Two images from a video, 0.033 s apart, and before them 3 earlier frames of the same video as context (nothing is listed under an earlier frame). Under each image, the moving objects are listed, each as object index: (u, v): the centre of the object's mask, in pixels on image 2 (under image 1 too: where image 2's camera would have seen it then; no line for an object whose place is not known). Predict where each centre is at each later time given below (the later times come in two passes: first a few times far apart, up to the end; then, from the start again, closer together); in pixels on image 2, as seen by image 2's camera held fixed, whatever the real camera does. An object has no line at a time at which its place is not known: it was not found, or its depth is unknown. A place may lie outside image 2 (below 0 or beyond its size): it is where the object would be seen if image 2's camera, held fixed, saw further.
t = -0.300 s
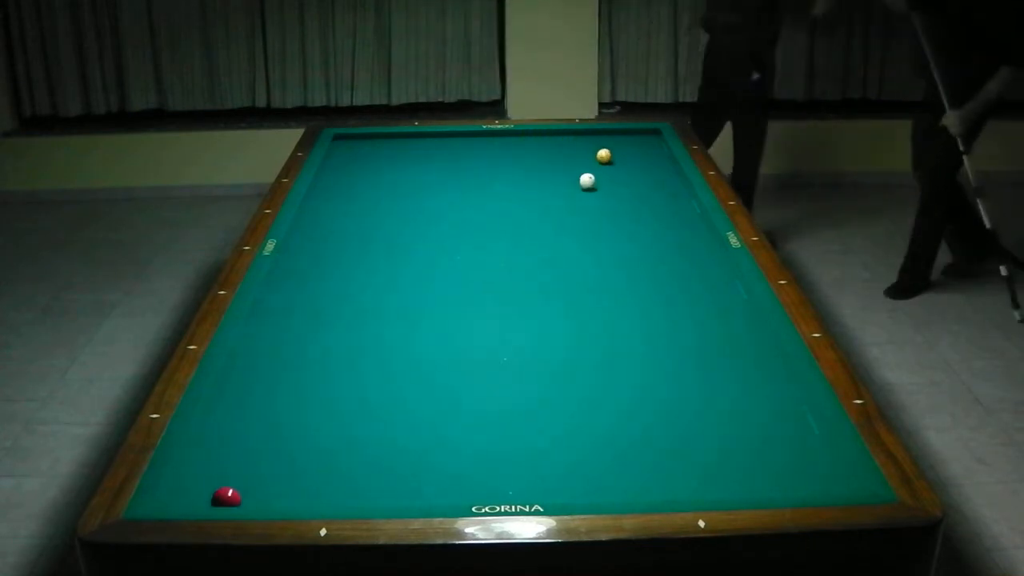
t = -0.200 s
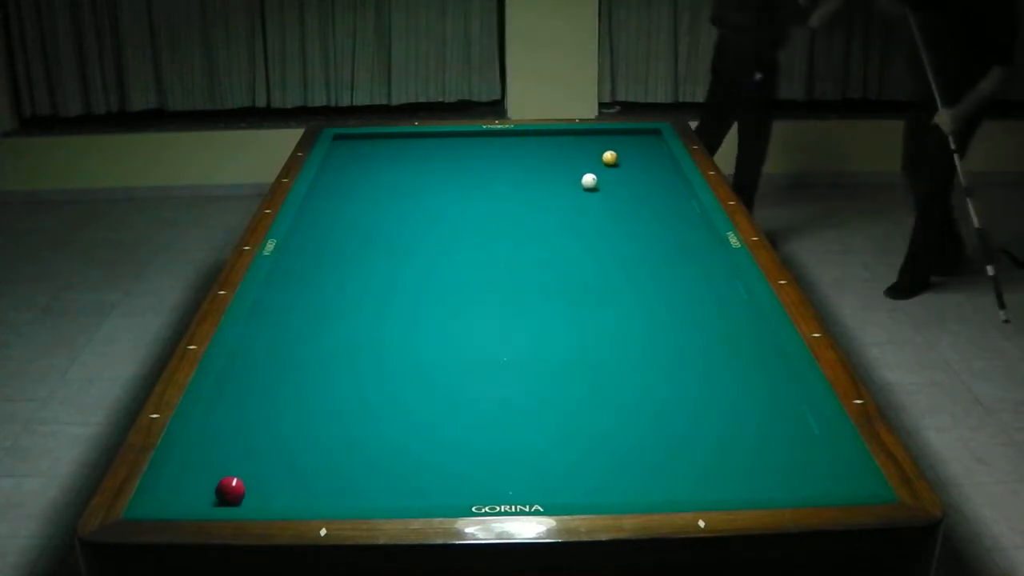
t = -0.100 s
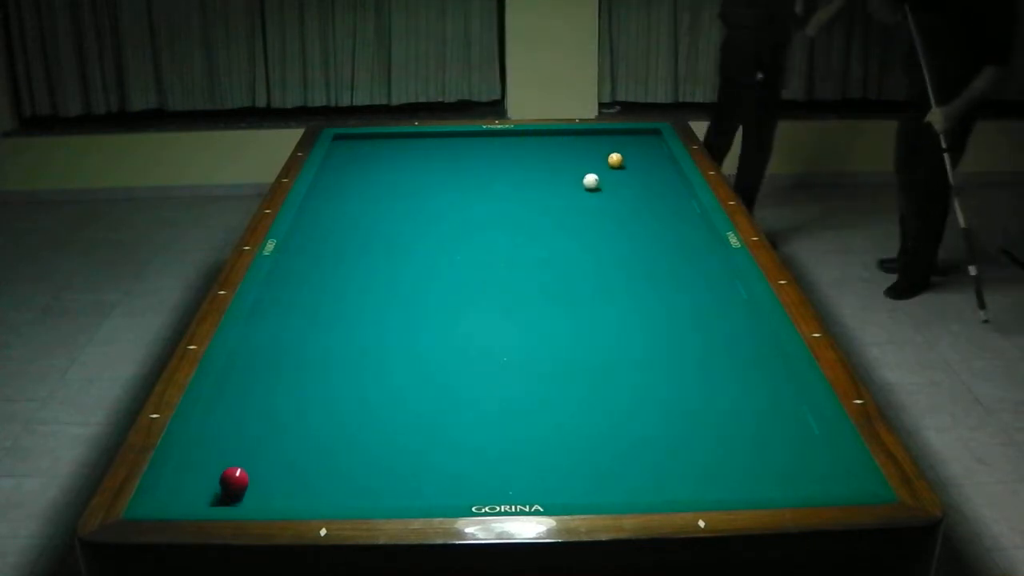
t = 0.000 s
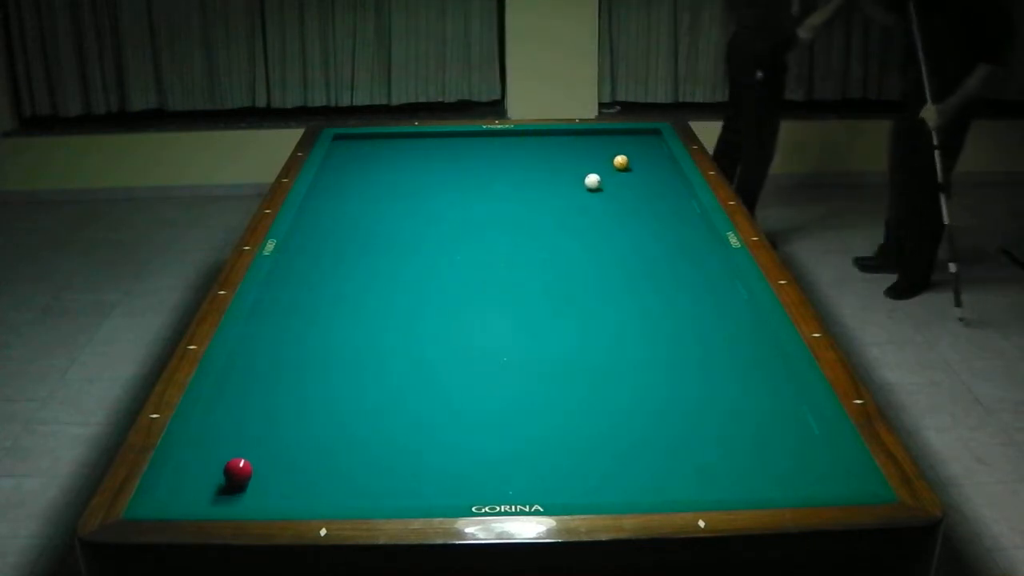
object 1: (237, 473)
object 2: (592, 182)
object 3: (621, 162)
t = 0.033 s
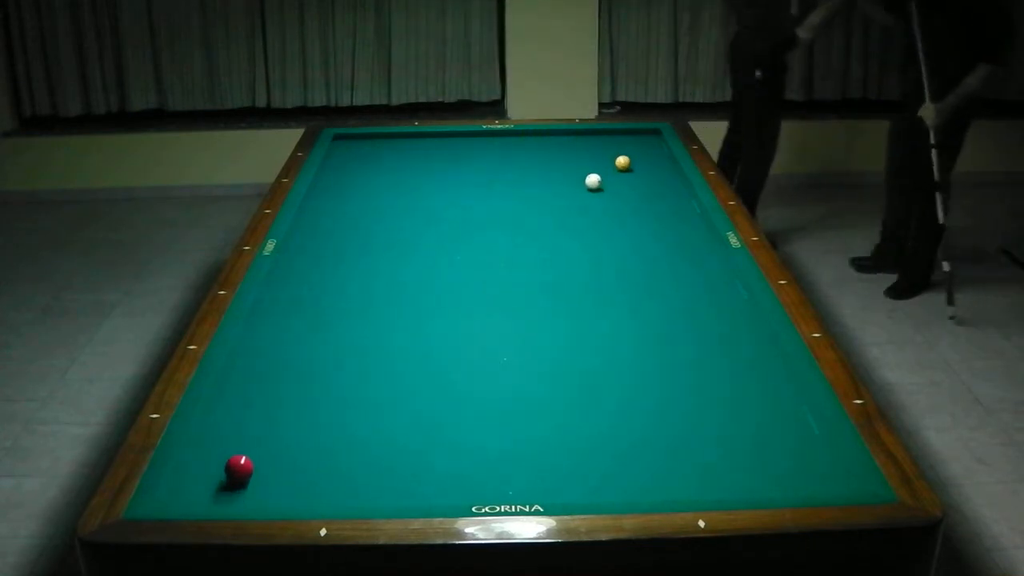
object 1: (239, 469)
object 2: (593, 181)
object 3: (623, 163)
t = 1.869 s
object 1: (294, 348)
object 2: (602, 182)
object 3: (676, 197)
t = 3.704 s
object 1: (322, 285)
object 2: (602, 182)
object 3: (654, 216)
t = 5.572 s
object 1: (329, 255)
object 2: (602, 182)
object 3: (647, 220)
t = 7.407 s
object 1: (330, 248)
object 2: (602, 182)
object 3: (647, 220)
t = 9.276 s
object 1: (330, 249)
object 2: (602, 182)
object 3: (647, 220)
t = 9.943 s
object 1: (330, 249)
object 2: (602, 182)
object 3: (647, 220)
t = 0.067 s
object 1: (240, 466)
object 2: (594, 182)
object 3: (624, 164)
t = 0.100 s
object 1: (241, 464)
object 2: (594, 181)
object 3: (626, 164)
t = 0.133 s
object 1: (242, 461)
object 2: (594, 182)
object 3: (628, 165)
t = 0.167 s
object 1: (243, 458)
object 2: (595, 182)
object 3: (630, 166)
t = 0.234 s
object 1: (245, 452)
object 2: (596, 182)
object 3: (633, 167)
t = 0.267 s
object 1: (247, 449)
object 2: (596, 182)
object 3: (635, 168)
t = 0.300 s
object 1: (248, 446)
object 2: (596, 182)
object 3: (637, 168)
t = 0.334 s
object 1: (249, 443)
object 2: (597, 182)
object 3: (639, 169)
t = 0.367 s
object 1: (250, 441)
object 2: (597, 182)
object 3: (641, 170)
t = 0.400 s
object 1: (251, 438)
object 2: (597, 182)
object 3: (643, 170)
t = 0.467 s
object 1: (253, 433)
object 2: (598, 182)
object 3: (646, 172)
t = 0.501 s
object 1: (254, 430)
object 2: (598, 182)
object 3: (648, 173)
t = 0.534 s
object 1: (256, 427)
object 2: (599, 182)
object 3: (650, 173)
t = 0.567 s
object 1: (257, 425)
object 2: (599, 182)
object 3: (651, 174)
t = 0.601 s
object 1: (258, 422)
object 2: (599, 182)
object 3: (653, 174)
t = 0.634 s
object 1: (259, 420)
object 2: (600, 182)
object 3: (655, 175)
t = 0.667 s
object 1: (260, 418)
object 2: (600, 182)
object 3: (657, 176)
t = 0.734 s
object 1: (262, 413)
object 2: (600, 182)
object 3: (660, 177)
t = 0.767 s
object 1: (263, 411)
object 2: (600, 182)
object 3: (662, 178)
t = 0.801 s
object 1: (264, 408)
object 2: (601, 182)
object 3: (664, 179)
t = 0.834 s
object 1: (265, 406)
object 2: (601, 182)
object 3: (665, 179)
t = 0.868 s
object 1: (266, 404)
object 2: (601, 182)
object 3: (667, 180)
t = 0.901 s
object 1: (268, 402)
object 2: (601, 182)
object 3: (669, 181)
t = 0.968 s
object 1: (270, 397)
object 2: (601, 182)
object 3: (672, 182)
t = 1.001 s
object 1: (271, 395)
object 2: (601, 182)
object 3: (674, 183)
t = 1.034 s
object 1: (272, 393)
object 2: (601, 182)
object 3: (676, 183)
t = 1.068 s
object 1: (273, 391)
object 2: (601, 182)
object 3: (677, 184)
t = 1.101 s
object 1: (274, 389)
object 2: (602, 182)
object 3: (679, 185)
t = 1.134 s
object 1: (275, 387)
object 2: (602, 182)
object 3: (681, 185)
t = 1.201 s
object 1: (277, 383)
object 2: (602, 182)
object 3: (684, 187)
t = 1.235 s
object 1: (278, 381)
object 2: (602, 182)
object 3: (684, 187)
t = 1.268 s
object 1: (279, 379)
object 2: (602, 182)
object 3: (684, 188)
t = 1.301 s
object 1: (280, 377)
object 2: (602, 182)
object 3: (684, 188)
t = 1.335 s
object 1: (281, 375)
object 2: (602, 182)
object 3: (683, 189)
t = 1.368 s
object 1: (282, 373)
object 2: (602, 182)
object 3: (683, 189)
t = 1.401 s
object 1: (282, 371)
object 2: (602, 182)
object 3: (682, 190)
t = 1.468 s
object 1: (284, 368)
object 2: (602, 182)
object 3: (681, 191)
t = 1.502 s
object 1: (285, 366)
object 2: (602, 182)
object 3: (681, 191)
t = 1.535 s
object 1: (286, 364)
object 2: (602, 182)
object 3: (680, 192)
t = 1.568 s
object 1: (287, 363)
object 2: (602, 182)
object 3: (680, 192)
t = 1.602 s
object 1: (288, 361)
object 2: (602, 182)
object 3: (680, 193)
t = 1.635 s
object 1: (288, 359)
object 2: (602, 182)
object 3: (679, 193)
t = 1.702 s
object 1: (290, 356)
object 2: (602, 182)
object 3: (678, 194)
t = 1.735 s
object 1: (291, 354)
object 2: (602, 182)
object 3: (678, 195)
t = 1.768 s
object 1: (292, 353)
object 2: (602, 182)
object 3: (677, 195)
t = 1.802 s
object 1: (292, 351)
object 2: (602, 182)
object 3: (677, 196)
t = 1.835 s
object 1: (293, 349)
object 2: (602, 182)
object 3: (677, 196)
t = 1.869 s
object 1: (294, 348)
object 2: (602, 182)
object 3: (676, 197)
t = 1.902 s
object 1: (295, 346)
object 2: (602, 182)
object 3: (675, 197)
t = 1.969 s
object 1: (296, 344)
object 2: (602, 182)
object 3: (675, 198)
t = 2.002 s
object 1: (297, 342)
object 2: (602, 182)
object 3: (675, 199)
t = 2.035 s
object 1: (298, 341)
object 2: (602, 182)
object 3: (674, 199)
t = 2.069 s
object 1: (298, 339)
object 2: (602, 182)
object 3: (673, 200)
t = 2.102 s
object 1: (299, 337)
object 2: (602, 182)
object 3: (673, 200)
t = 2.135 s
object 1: (299, 336)
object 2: (602, 182)
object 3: (673, 200)
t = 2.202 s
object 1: (301, 333)
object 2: (602, 182)
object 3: (672, 201)
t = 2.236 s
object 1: (301, 332)
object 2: (602, 182)
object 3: (671, 201)
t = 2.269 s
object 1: (302, 330)
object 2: (602, 182)
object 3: (671, 202)
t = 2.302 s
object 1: (303, 329)
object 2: (602, 182)
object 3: (670, 202)
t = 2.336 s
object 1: (303, 328)
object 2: (602, 182)
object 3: (670, 203)
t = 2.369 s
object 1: (304, 326)
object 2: (602, 182)
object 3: (669, 203)
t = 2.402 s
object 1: (304, 326)
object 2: (602, 182)
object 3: (669, 204)
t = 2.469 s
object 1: (306, 323)
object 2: (602, 182)
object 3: (668, 205)
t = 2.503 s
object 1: (306, 321)
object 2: (602, 182)
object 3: (668, 205)
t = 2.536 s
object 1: (307, 320)
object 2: (602, 182)
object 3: (667, 205)
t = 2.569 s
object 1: (307, 319)
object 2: (602, 182)
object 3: (667, 206)
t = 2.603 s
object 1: (308, 318)
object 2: (602, 182)
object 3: (666, 206)
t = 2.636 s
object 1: (309, 316)
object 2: (602, 182)
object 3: (666, 207)
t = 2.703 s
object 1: (310, 314)
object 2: (602, 182)
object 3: (665, 207)
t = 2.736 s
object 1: (310, 313)
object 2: (602, 182)
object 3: (665, 208)
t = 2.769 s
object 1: (311, 312)
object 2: (602, 182)
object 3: (664, 208)
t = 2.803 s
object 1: (311, 310)
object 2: (602, 182)
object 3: (664, 208)
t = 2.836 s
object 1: (312, 309)
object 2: (602, 182)
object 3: (664, 209)
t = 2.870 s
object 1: (312, 308)
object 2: (602, 182)
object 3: (663, 209)
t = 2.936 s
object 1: (313, 306)
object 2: (602, 182)
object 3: (662, 210)
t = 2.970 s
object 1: (313, 305)
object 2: (602, 182)
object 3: (662, 210)
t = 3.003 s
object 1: (314, 304)
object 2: (602, 182)
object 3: (661, 210)
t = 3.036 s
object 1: (314, 303)
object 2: (602, 182)
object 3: (661, 211)
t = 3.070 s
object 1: (315, 301)
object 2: (602, 182)
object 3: (660, 211)
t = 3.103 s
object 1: (315, 301)
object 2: (602, 182)
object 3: (660, 211)
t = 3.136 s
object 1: (316, 300)
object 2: (602, 182)
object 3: (659, 212)
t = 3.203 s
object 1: (317, 298)
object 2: (602, 182)
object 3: (659, 212)
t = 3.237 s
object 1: (317, 297)
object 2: (602, 182)
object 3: (658, 212)
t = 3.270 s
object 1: (318, 296)
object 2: (602, 182)
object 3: (658, 212)
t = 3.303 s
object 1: (318, 295)
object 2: (602, 182)
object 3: (658, 213)
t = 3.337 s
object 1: (318, 294)
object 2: (602, 182)
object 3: (657, 213)
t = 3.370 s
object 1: (318, 293)
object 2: (602, 182)
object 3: (657, 213)
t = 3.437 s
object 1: (319, 291)
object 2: (602, 182)
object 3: (656, 214)
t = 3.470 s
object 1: (320, 290)
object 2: (602, 182)
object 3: (656, 214)
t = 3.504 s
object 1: (320, 290)
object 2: (602, 182)
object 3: (656, 214)
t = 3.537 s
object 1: (320, 289)
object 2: (602, 182)
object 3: (655, 215)
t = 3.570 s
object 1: (321, 288)
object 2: (602, 182)
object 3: (655, 215)
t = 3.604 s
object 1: (321, 287)
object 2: (602, 182)
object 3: (655, 215)
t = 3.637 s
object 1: (321, 286)
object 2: (602, 182)
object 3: (655, 215)
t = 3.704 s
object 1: (322, 285)
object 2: (602, 182)
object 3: (654, 216)
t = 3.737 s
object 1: (322, 284)
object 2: (602, 182)
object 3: (654, 216)
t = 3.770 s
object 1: (322, 283)
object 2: (602, 182)
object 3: (653, 216)
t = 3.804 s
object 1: (323, 282)
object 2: (602, 182)
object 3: (653, 216)
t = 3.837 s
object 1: (323, 282)
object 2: (602, 182)
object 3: (653, 216)
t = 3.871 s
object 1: (323, 281)
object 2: (602, 182)
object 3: (653, 217)
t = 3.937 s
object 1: (323, 279)
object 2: (602, 182)
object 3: (652, 217)
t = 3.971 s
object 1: (323, 279)
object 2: (602, 182)
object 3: (652, 217)
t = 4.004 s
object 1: (324, 278)
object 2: (602, 182)
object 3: (652, 217)
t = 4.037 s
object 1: (324, 277)
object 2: (602, 182)
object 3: (651, 217)
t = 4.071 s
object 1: (324, 277)
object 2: (602, 182)
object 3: (651, 217)
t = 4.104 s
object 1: (324, 276)
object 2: (602, 182)
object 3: (651, 218)
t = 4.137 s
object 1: (324, 276)
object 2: (602, 182)
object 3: (651, 218)
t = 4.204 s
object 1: (325, 274)
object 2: (602, 182)
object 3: (651, 218)
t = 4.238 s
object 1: (325, 273)
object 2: (602, 182)
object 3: (650, 218)
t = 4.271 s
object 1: (325, 273)
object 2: (602, 182)
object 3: (650, 218)
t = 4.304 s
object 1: (325, 272)
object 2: (602, 182)
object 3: (650, 218)
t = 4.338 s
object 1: (325, 272)
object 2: (602, 182)
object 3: (650, 218)
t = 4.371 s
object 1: (325, 271)
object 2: (602, 182)
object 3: (650, 219)
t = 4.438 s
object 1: (325, 270)
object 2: (602, 182)
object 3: (649, 219)
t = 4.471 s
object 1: (326, 269)
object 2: (602, 182)
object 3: (650, 219)
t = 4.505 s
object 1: (326, 269)
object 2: (602, 182)
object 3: (649, 219)
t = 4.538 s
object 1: (326, 268)
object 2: (602, 182)
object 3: (649, 219)
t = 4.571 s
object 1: (326, 268)
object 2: (602, 182)
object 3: (649, 219)
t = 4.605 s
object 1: (326, 267)
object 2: (602, 182)
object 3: (649, 219)
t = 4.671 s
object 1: (326, 266)
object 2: (602, 182)
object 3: (649, 220)
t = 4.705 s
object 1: (326, 266)
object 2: (602, 182)
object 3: (649, 220)
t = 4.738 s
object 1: (327, 265)
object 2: (602, 182)
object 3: (648, 220)
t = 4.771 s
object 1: (327, 265)
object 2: (602, 182)
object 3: (649, 220)
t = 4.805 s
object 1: (327, 264)
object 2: (602, 182)
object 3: (648, 220)
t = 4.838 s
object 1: (327, 264)
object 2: (602, 182)
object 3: (648, 220)
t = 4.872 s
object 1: (327, 263)
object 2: (602, 182)
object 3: (648, 220)
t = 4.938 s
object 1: (328, 262)
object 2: (602, 182)
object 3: (648, 220)
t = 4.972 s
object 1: (328, 262)
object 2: (602, 182)
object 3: (648, 220)
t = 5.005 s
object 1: (328, 261)
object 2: (602, 182)
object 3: (648, 220)
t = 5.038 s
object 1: (328, 261)
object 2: (602, 182)
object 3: (648, 220)
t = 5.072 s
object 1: (328, 260)
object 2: (602, 182)
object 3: (648, 220)
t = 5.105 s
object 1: (328, 260)
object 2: (602, 182)
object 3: (648, 220)
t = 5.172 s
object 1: (328, 259)
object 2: (602, 182)
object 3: (648, 220)
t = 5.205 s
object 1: (329, 259)
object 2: (602, 182)
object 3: (648, 220)
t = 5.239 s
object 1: (329, 259)
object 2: (602, 182)
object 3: (648, 220)
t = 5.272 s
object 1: (329, 258)
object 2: (602, 182)
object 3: (648, 220)
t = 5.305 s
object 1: (329, 258)
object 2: (602, 182)
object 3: (648, 220)
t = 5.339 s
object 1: (329, 258)
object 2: (602, 182)
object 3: (647, 220)
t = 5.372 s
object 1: (329, 257)
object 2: (602, 182)
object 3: (647, 220)
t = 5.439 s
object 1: (329, 256)
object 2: (602, 182)
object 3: (647, 220)
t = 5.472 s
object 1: (329, 256)
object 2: (602, 182)
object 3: (647, 220)
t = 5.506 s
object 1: (329, 256)
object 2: (602, 182)
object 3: (647, 220)
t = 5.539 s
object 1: (329, 255)
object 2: (602, 182)
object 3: (647, 220)
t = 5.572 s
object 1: (329, 255)
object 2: (602, 182)
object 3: (647, 220)
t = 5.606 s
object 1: (330, 255)
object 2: (602, 182)
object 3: (647, 220)
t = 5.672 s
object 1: (330, 254)
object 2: (602, 182)
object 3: (647, 220)
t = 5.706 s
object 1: (330, 254)
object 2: (602, 182)
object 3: (647, 220)
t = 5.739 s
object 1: (330, 254)
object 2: (602, 182)
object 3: (647, 220)
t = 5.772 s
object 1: (330, 253)
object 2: (602, 182)
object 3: (647, 220)
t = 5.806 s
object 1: (330, 253)
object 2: (602, 182)
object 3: (647, 220)
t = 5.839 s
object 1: (330, 253)
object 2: (602, 182)
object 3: (647, 220)
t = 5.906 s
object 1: (330, 253)
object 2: (602, 182)
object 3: (647, 220)
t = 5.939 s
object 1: (330, 252)
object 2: (602, 182)
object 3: (647, 220)
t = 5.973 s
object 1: (330, 252)
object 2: (602, 182)
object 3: (647, 220)
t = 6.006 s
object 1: (330, 252)
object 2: (602, 182)
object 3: (647, 220)
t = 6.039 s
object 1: (330, 252)
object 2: (602, 182)
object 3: (647, 220)
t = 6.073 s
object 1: (330, 251)
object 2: (602, 182)
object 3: (647, 220)
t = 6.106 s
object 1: (330, 251)
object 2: (602, 182)
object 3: (647, 220)
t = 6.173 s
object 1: (330, 251)
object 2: (602, 182)
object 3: (647, 220)
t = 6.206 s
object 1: (330, 251)
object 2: (602, 182)
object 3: (647, 220)
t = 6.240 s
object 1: (330, 251)
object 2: (602, 182)
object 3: (647, 220)
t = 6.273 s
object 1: (330, 250)
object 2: (602, 182)
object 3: (647, 220)
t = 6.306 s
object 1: (330, 250)
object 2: (602, 182)
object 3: (647, 220)
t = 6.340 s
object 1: (330, 250)
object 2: (602, 182)
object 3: (647, 220)
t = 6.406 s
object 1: (330, 250)
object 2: (602, 182)
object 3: (647, 220)
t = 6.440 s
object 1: (330, 250)
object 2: (602, 182)
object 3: (647, 220)
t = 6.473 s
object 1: (330, 250)
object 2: (602, 182)
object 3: (647, 220)
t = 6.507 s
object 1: (330, 250)
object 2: (602, 182)
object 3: (647, 220)
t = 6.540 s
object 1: (330, 249)
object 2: (602, 182)
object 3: (647, 220)
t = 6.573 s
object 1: (330, 249)
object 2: (602, 182)
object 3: (647, 220)
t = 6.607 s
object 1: (330, 249)
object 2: (602, 182)
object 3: (647, 220)
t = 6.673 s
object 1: (330, 249)
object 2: (602, 182)
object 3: (647, 220)
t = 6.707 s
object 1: (330, 249)
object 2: (602, 182)
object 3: (647, 220)
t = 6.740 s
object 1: (330, 249)
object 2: (602, 182)
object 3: (647, 220)
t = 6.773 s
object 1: (330, 249)
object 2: (602, 182)
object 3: (647, 220)
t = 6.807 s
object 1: (330, 249)
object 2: (602, 182)
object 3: (647, 220)
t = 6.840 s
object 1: (330, 249)
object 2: (602, 182)
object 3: (647, 220)
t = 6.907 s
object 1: (330, 249)
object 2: (602, 182)
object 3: (647, 220)
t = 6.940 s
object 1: (330, 249)
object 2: (602, 182)
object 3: (647, 220)
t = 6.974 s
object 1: (330, 249)
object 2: (602, 182)
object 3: (647, 220)
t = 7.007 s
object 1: (330, 249)
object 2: (602, 182)
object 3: (647, 220)
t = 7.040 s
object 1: (330, 249)
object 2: (602, 182)
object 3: (647, 220)
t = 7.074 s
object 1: (330, 248)
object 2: (602, 182)
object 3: (647, 220)
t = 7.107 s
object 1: (330, 248)
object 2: (602, 182)
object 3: (647, 220)
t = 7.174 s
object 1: (330, 248)
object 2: (602, 182)
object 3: (647, 220)
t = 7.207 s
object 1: (330, 249)
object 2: (602, 182)
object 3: (647, 220)
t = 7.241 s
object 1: (330, 249)
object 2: (602, 182)
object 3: (647, 220)
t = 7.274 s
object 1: (330, 249)
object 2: (602, 182)
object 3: (647, 220)
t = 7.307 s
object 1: (330, 248)
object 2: (602, 182)
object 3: (647, 220)
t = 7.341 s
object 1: (330, 248)
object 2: (602, 182)
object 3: (647, 220)
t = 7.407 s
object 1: (330, 248)
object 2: (602, 182)
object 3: (647, 220)
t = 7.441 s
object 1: (330, 248)
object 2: (602, 182)
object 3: (647, 220)
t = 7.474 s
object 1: (330, 248)
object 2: (602, 182)
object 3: (647, 220)
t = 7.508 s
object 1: (330, 248)
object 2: (602, 182)
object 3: (647, 220)
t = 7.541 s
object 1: (330, 248)
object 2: (602, 182)
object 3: (647, 220)
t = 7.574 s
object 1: (330, 248)
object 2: (602, 182)
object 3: (647, 220)
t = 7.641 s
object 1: (330, 249)
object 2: (602, 182)
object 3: (647, 220)
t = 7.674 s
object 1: (330, 249)
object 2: (602, 182)
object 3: (647, 220)
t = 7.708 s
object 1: (330, 248)
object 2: (602, 182)
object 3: (647, 220)
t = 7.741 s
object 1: (330, 248)
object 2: (602, 182)
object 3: (647, 220)
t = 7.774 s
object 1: (330, 248)
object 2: (602, 182)
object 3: (647, 220)
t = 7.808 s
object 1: (330, 248)
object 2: (602, 182)
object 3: (647, 220)
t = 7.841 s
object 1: (330, 249)
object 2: (602, 182)
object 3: (647, 220)
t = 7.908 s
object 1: (330, 248)
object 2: (602, 182)
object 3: (647, 220)
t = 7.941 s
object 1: (330, 248)
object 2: (602, 182)
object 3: (647, 220)
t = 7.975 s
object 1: (330, 248)
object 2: (602, 182)
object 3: (647, 220)
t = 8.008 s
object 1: (330, 249)
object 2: (602, 182)
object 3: (647, 220)
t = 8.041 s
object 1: (330, 248)
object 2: (602, 182)
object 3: (647, 220)
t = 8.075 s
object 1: (330, 248)
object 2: (602, 182)
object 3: (647, 220)
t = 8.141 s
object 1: (330, 248)
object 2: (602, 182)
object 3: (647, 220)
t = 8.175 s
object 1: (330, 248)
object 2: (602, 182)
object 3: (647, 220)
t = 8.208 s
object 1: (330, 248)
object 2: (602, 182)
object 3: (647, 220)
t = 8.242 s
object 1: (330, 248)
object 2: (602, 182)
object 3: (647, 220)
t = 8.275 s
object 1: (330, 248)
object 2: (602, 182)
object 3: (647, 220)
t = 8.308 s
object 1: (330, 248)
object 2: (602, 182)
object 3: (647, 220)
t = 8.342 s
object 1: (330, 248)
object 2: (602, 182)
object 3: (647, 220)
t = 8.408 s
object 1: (330, 248)
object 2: (602, 182)
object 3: (647, 220)
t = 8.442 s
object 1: (330, 248)
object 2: (602, 182)
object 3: (647, 220)
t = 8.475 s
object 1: (330, 248)
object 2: (602, 182)
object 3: (647, 220)
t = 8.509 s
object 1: (330, 248)
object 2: (602, 182)
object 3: (647, 220)
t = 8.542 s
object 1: (330, 248)
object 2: (602, 182)
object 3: (647, 220)
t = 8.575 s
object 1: (330, 248)
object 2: (602, 182)
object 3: (647, 220)
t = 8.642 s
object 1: (330, 248)
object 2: (602, 182)
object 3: (647, 220)
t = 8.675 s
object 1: (330, 248)
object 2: (602, 182)
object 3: (647, 220)
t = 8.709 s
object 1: (330, 248)
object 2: (602, 182)
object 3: (647, 220)
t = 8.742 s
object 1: (330, 248)
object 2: (602, 182)
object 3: (647, 220)
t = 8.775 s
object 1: (330, 248)
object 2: (602, 182)
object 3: (647, 220)
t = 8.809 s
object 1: (330, 248)
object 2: (602, 182)
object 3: (647, 220)
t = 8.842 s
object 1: (330, 249)
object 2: (602, 182)
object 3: (647, 220)
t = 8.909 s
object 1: (330, 248)
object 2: (602, 182)
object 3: (647, 220)
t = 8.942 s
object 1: (330, 248)
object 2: (602, 182)
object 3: (647, 220)
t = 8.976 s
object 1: (330, 248)
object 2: (602, 182)
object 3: (647, 220)
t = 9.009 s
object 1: (330, 248)
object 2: (602, 182)
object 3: (647, 220)
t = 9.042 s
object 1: (330, 248)
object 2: (602, 182)
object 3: (647, 220)
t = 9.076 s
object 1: (330, 248)
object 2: (602, 182)
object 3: (647, 220)
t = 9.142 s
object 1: (330, 248)
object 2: (602, 182)
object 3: (647, 220)
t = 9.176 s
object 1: (330, 248)
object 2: (602, 182)
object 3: (647, 220)
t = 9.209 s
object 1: (330, 248)
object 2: (602, 182)
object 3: (647, 220)
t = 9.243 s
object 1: (330, 249)
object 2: (602, 182)
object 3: (647, 220)
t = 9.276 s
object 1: (330, 249)
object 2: (602, 182)
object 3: (647, 220)
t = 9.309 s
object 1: (330, 248)
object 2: (602, 182)
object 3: (647, 220)
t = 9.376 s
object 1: (330, 248)
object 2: (602, 182)
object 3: (647, 220)
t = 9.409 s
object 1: (330, 248)
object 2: (602, 182)
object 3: (647, 220)
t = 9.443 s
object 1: (330, 249)
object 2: (602, 182)
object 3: (647, 220)
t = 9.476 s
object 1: (330, 249)
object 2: (602, 182)
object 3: (647, 220)
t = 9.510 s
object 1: (330, 248)
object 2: (602, 182)
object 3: (647, 220)
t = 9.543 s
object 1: (330, 248)
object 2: (602, 183)
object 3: (647, 220)
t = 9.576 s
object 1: (330, 248)
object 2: (602, 182)
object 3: (647, 220)
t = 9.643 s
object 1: (330, 248)
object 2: (602, 182)
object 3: (647, 220)
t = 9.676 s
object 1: (330, 248)
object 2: (601, 182)
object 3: (647, 220)
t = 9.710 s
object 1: (330, 249)
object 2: (601, 182)
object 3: (647, 220)
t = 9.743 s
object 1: (330, 249)
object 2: (601, 182)
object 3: (647, 220)
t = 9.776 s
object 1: (330, 248)
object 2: (601, 182)
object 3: (647, 220)
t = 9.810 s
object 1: (330, 248)
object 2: (602, 182)
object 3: (647, 220)
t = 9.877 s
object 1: (330, 248)
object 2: (602, 182)
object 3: (647, 220)
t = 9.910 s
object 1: (330, 248)
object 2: (602, 183)
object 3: (647, 220)
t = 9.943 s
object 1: (330, 249)
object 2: (602, 182)
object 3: (647, 220)
